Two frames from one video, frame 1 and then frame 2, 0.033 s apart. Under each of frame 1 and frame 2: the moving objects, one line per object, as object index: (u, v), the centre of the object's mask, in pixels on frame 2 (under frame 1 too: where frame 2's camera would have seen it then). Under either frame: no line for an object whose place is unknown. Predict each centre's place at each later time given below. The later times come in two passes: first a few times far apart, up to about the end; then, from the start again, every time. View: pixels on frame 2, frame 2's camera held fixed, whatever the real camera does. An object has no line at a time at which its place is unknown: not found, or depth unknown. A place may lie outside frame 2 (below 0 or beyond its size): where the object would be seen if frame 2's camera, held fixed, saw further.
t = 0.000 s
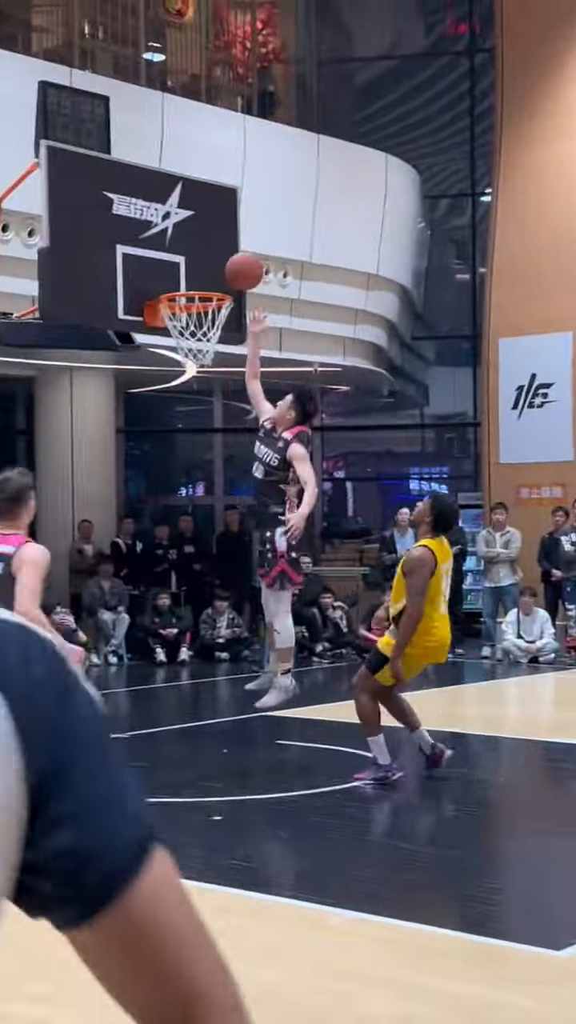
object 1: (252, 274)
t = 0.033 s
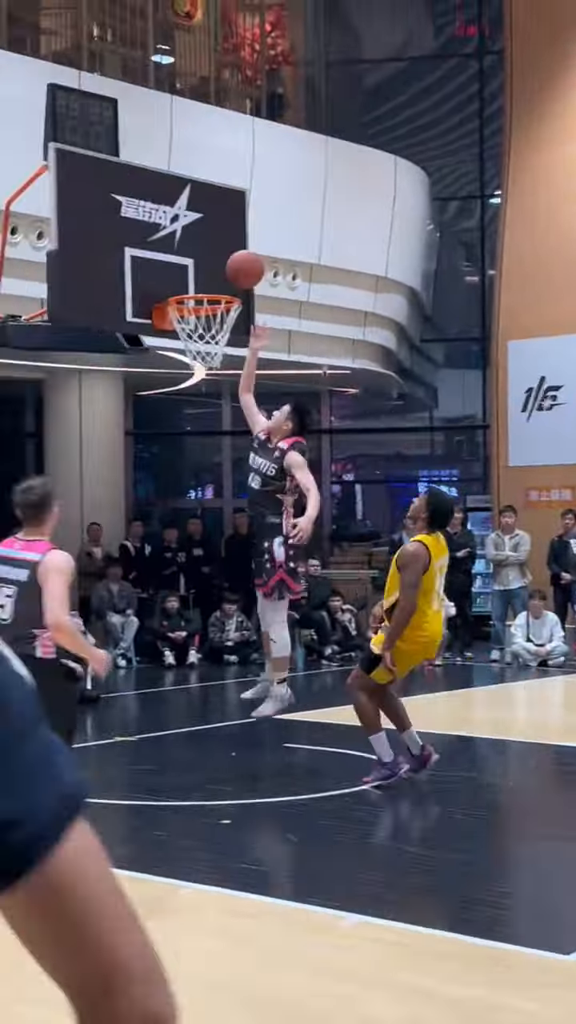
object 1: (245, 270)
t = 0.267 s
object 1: (195, 281)
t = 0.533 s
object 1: (226, 277)
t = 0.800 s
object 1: (248, 287)
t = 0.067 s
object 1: (237, 267)
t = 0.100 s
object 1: (230, 266)
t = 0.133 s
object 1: (223, 266)
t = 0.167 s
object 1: (216, 268)
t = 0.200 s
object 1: (210, 272)
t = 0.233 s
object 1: (202, 277)
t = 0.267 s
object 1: (195, 281)
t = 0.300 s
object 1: (189, 285)
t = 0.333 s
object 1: (192, 284)
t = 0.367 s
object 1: (199, 281)
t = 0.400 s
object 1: (206, 279)
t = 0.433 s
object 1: (213, 278)
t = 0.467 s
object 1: (219, 279)
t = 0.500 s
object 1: (223, 279)
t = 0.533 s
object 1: (226, 277)
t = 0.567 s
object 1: (228, 275)
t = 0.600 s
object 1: (230, 274)
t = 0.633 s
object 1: (232, 275)
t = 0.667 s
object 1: (234, 278)
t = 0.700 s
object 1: (237, 278)
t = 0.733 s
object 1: (240, 279)
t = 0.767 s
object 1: (244, 282)
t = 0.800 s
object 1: (248, 287)
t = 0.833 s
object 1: (252, 294)
